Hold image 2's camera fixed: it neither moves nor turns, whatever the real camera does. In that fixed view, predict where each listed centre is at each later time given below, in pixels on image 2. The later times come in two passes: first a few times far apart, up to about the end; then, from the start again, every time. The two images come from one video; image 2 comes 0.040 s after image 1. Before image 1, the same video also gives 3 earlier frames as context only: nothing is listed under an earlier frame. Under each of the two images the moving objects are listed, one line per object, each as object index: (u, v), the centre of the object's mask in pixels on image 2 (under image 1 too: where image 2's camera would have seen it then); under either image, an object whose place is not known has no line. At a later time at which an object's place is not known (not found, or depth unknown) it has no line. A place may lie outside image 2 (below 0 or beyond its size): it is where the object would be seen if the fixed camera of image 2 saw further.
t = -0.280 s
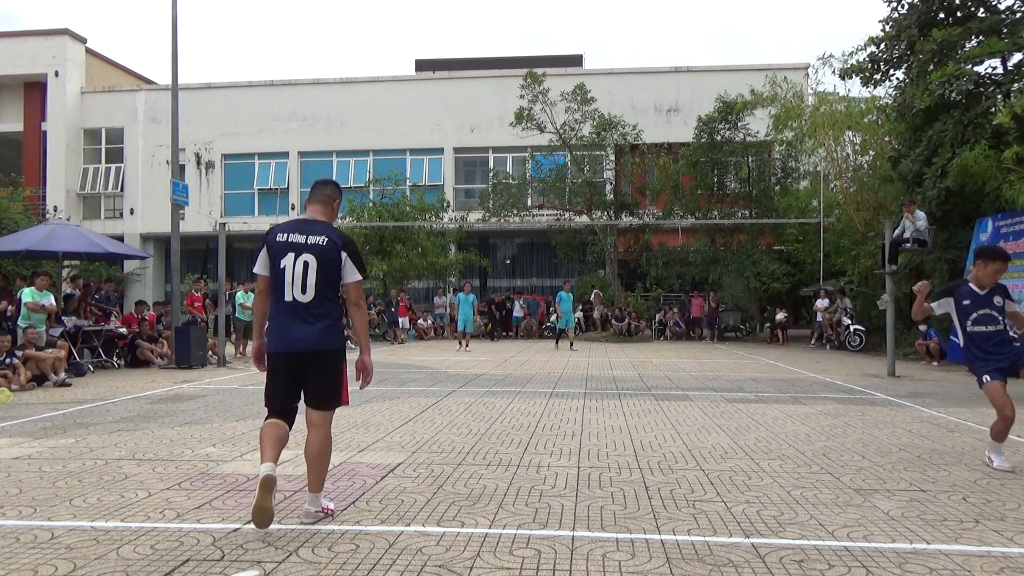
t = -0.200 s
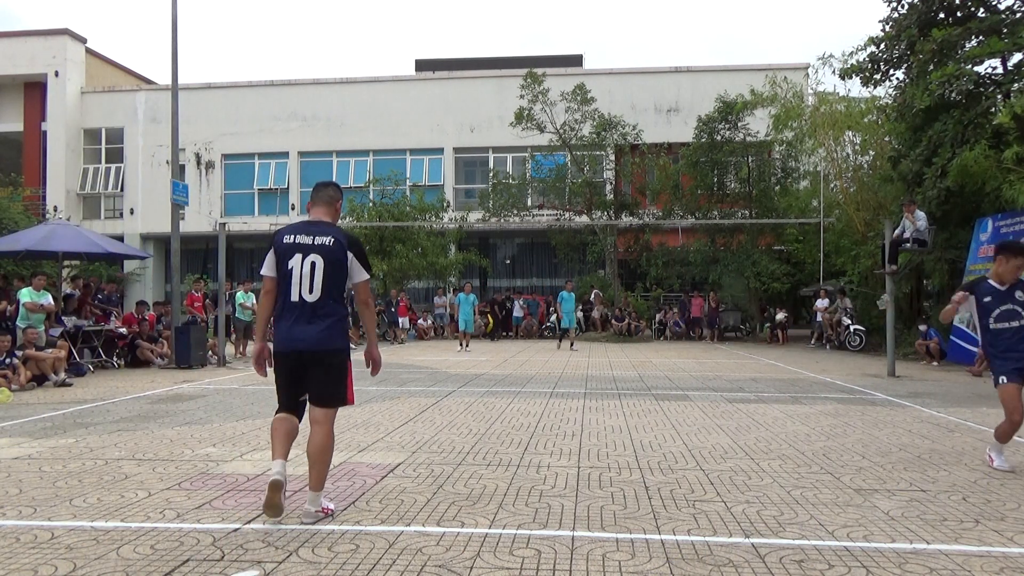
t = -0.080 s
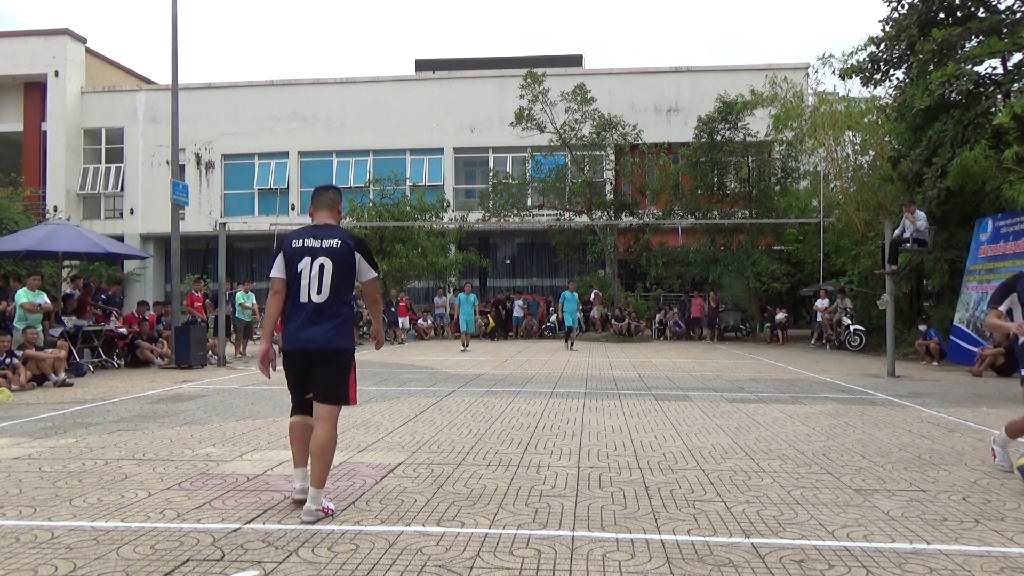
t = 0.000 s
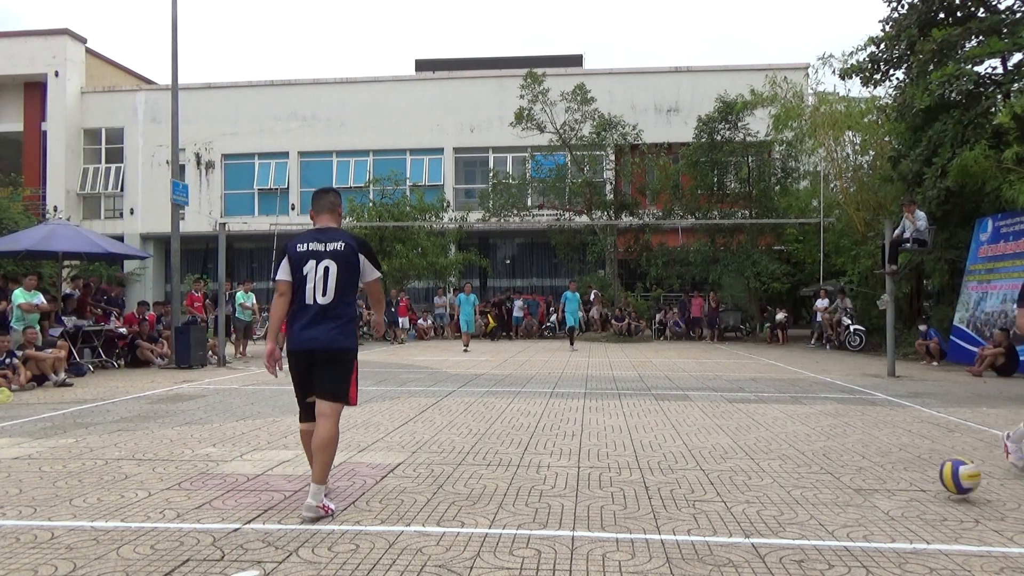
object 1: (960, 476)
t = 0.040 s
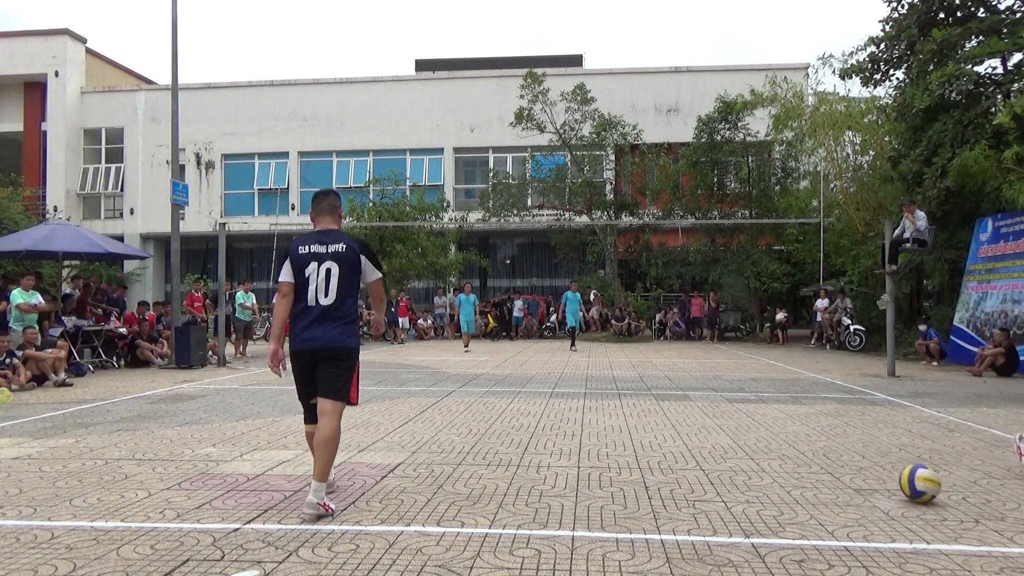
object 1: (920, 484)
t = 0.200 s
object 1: (775, 491)
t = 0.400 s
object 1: (624, 495)
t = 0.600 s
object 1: (496, 504)
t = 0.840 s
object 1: (338, 510)
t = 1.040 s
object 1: (200, 519)
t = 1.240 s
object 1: (57, 526)
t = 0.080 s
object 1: (883, 484)
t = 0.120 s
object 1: (849, 483)
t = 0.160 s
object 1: (812, 485)
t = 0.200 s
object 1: (775, 491)
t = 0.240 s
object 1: (742, 492)
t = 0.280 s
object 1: (711, 492)
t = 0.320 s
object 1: (679, 494)
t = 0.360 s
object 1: (650, 495)
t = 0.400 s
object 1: (624, 495)
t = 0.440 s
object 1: (598, 498)
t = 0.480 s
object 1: (573, 498)
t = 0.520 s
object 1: (549, 497)
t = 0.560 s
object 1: (523, 499)
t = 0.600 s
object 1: (496, 504)
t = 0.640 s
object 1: (470, 501)
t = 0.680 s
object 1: (445, 502)
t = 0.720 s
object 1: (420, 504)
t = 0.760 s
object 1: (393, 507)
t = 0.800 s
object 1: (366, 510)
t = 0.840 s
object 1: (338, 510)
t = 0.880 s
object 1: (312, 512)
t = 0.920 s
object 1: (285, 512)
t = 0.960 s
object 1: (257, 514)
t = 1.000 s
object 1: (228, 517)
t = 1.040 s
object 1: (200, 519)
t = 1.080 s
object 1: (172, 519)
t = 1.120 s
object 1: (145, 522)
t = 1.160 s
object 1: (115, 522)
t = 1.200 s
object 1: (86, 525)
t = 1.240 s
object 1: (57, 526)
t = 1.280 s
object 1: (27, 529)
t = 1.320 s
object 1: (11, 527)
